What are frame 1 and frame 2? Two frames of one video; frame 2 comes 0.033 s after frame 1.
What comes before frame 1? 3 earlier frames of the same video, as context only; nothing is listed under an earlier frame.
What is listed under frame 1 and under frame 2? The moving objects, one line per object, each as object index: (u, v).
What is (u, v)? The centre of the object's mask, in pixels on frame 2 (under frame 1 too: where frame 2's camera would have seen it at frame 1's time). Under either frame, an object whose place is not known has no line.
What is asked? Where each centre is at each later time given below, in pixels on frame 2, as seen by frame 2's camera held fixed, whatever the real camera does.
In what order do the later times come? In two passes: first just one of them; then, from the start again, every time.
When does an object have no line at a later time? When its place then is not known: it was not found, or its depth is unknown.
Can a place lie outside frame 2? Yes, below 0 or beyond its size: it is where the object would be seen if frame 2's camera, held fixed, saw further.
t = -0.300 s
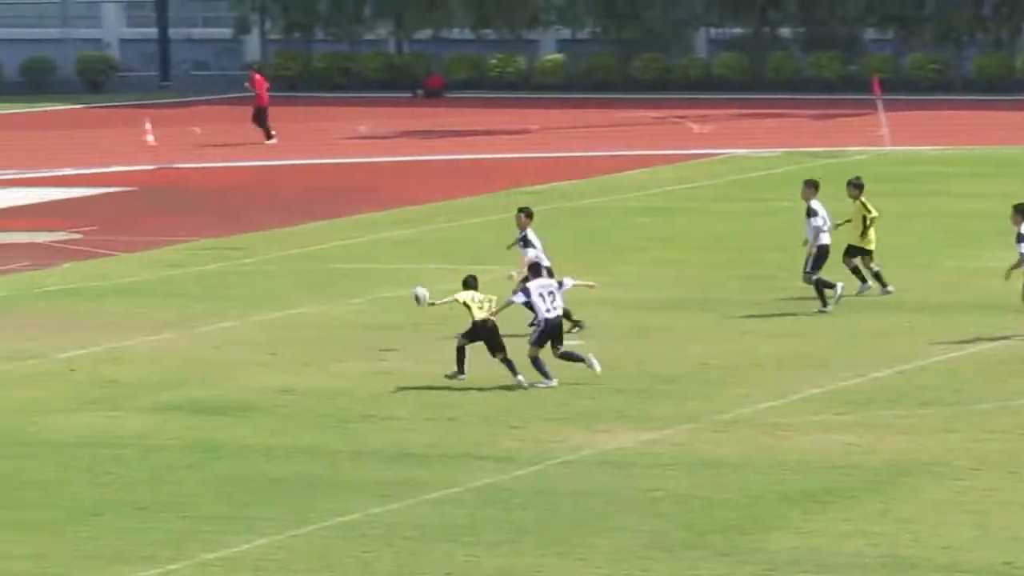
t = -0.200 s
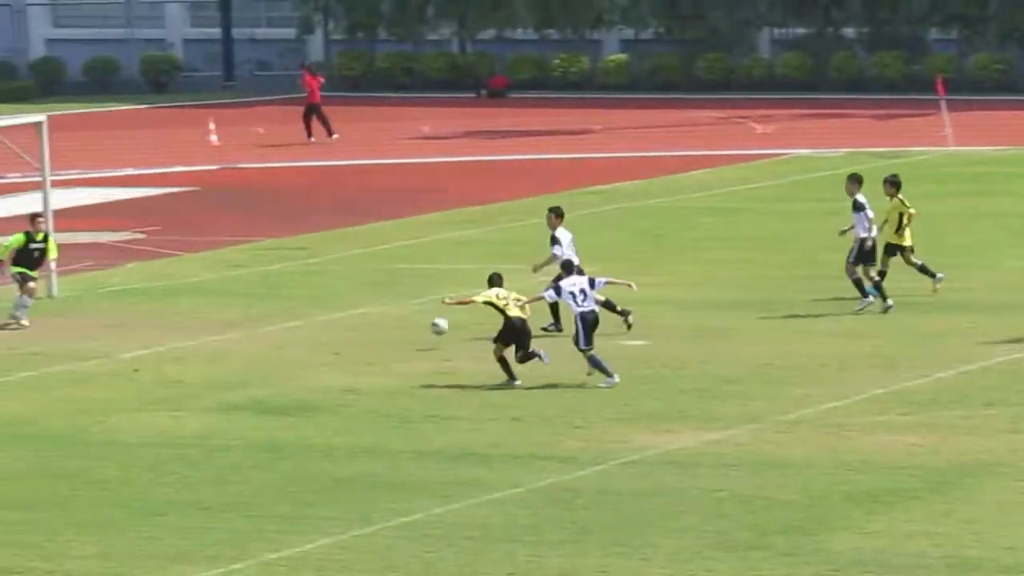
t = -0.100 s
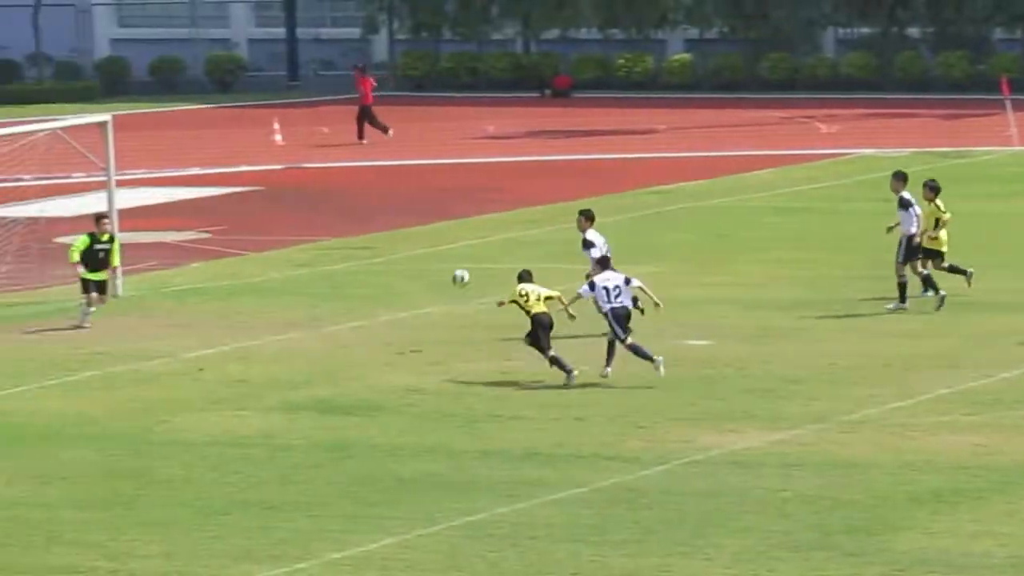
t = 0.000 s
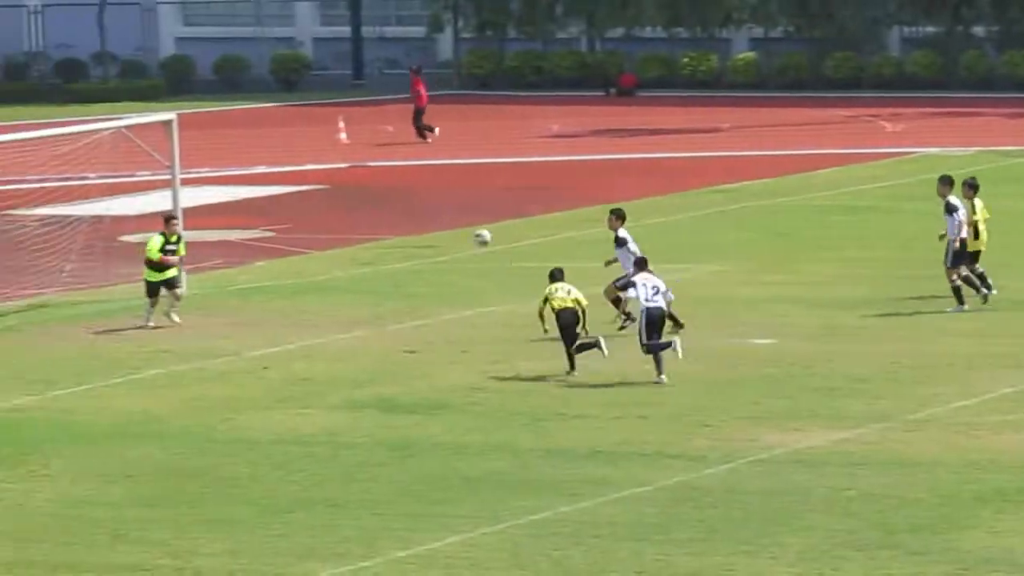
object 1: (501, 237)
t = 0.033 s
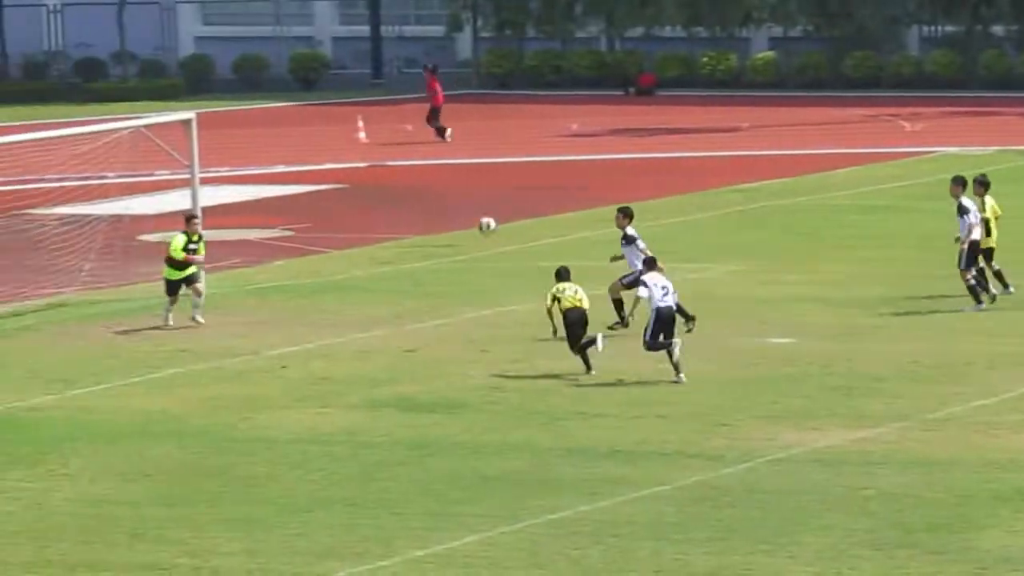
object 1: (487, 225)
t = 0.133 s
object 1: (445, 197)
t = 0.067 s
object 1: (473, 216)
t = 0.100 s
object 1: (459, 206)
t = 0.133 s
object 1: (445, 197)
